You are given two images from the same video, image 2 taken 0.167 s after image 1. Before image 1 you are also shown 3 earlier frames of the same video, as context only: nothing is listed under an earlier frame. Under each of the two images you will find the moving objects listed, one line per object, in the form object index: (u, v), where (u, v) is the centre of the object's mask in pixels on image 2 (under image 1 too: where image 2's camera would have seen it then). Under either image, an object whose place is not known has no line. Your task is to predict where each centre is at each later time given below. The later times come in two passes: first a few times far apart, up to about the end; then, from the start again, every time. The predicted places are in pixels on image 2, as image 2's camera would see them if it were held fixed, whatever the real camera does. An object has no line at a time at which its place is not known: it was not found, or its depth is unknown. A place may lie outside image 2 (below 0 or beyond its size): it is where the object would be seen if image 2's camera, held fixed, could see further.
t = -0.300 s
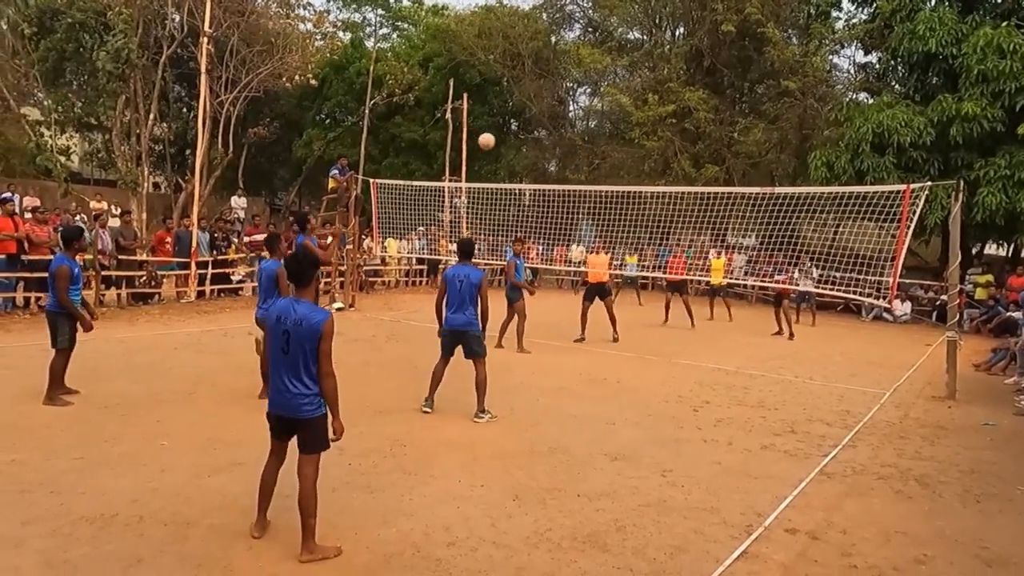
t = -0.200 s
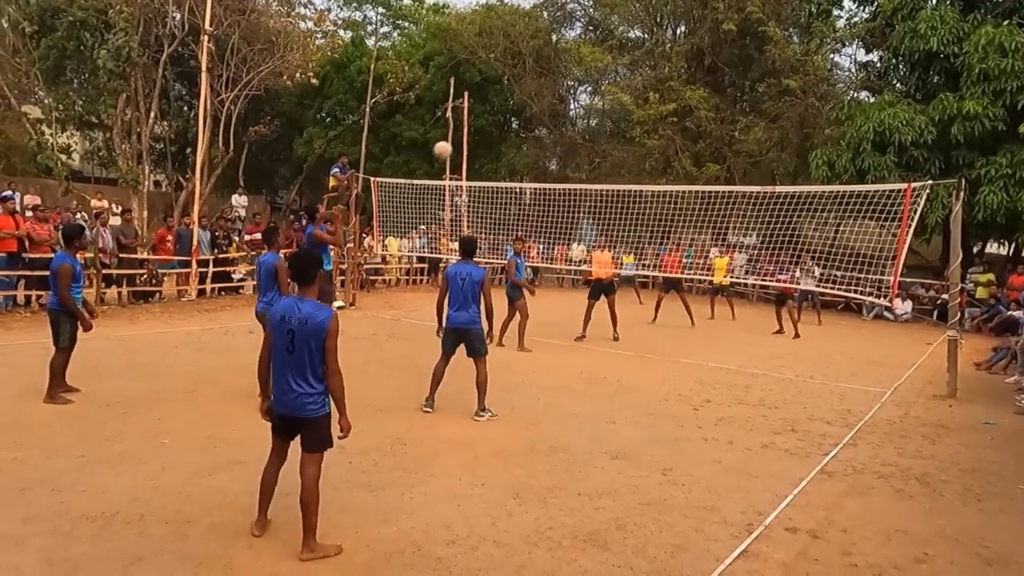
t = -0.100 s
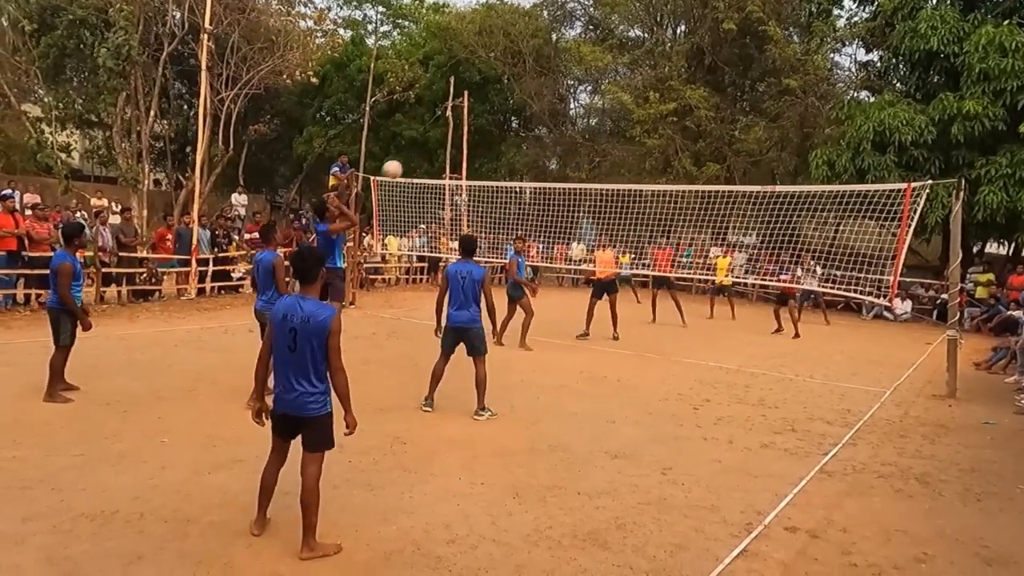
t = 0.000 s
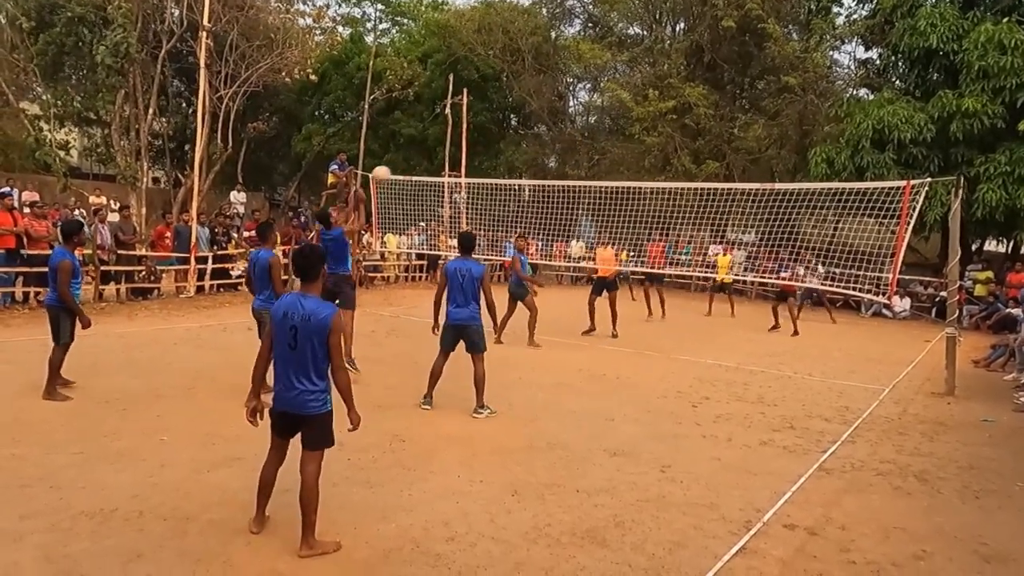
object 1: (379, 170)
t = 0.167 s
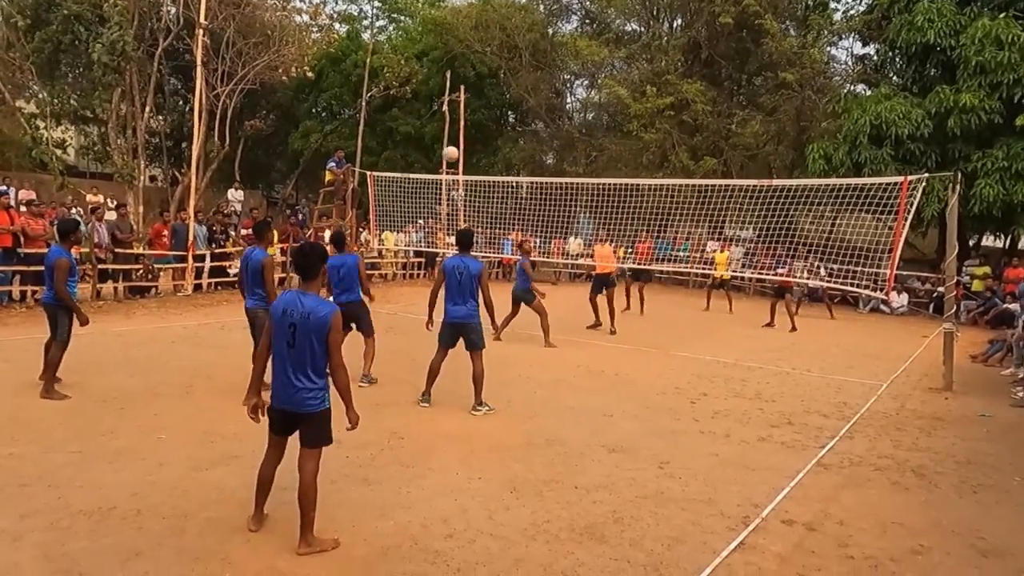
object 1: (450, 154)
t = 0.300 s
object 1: (491, 156)
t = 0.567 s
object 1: (547, 187)
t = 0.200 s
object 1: (462, 153)
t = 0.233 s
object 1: (472, 153)
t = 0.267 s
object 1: (482, 154)
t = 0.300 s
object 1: (491, 156)
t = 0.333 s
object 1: (500, 159)
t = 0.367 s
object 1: (508, 161)
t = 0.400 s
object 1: (515, 164)
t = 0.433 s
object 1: (523, 168)
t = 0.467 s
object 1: (529, 171)
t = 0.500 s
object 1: (536, 174)
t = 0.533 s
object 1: (542, 182)
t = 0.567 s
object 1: (547, 187)
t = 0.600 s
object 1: (553, 192)
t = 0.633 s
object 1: (558, 198)
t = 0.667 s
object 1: (563, 205)
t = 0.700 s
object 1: (568, 211)
